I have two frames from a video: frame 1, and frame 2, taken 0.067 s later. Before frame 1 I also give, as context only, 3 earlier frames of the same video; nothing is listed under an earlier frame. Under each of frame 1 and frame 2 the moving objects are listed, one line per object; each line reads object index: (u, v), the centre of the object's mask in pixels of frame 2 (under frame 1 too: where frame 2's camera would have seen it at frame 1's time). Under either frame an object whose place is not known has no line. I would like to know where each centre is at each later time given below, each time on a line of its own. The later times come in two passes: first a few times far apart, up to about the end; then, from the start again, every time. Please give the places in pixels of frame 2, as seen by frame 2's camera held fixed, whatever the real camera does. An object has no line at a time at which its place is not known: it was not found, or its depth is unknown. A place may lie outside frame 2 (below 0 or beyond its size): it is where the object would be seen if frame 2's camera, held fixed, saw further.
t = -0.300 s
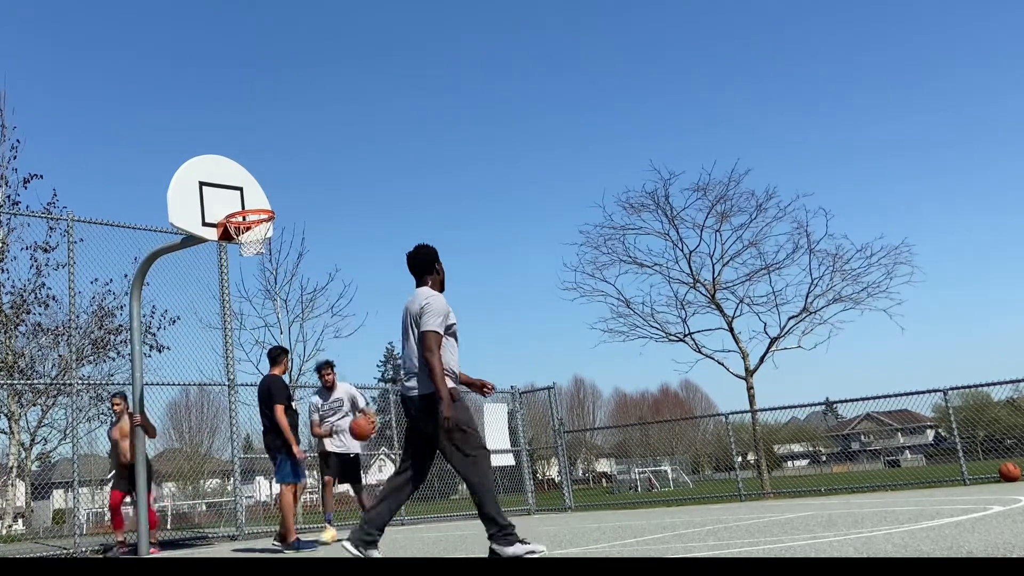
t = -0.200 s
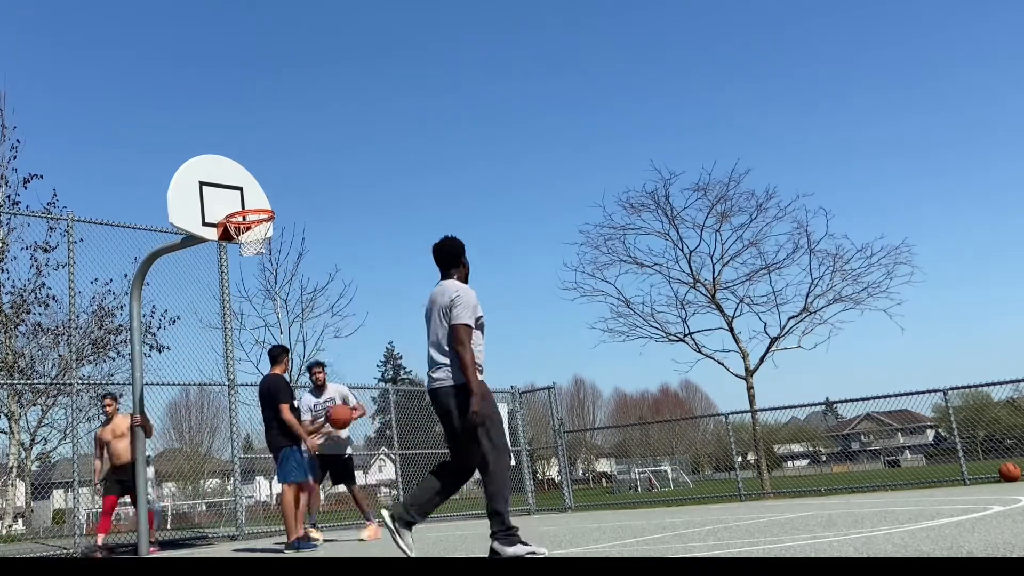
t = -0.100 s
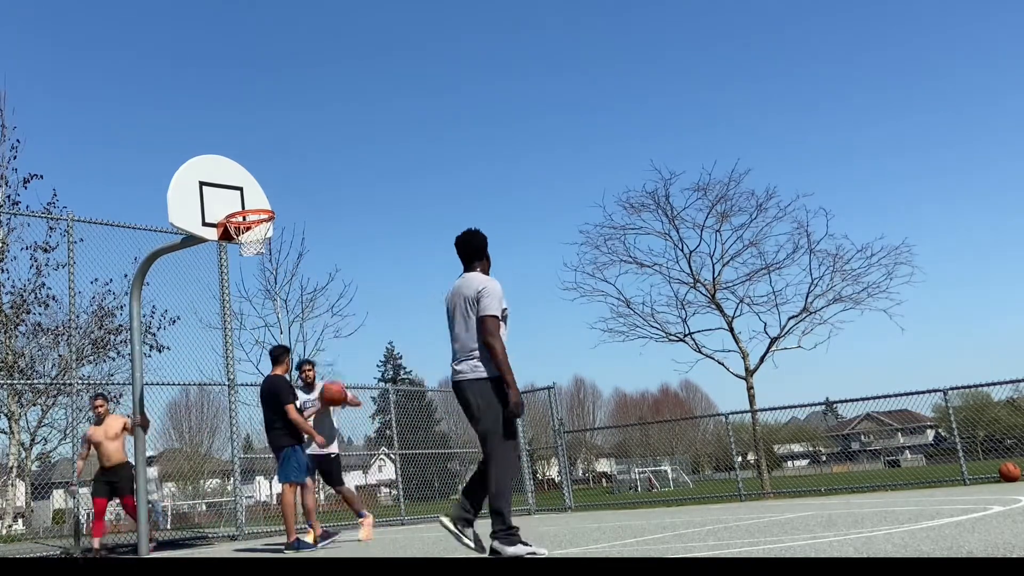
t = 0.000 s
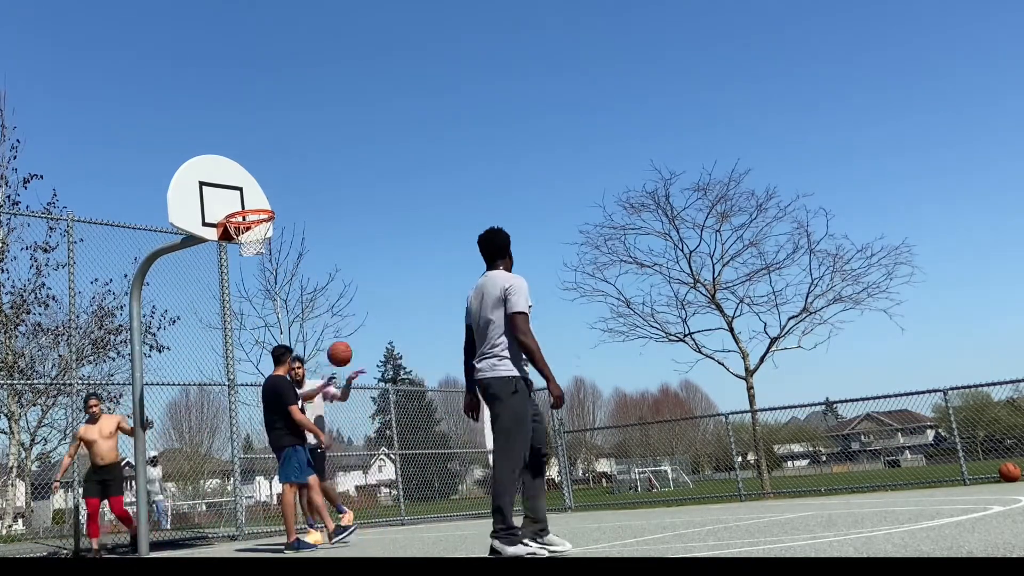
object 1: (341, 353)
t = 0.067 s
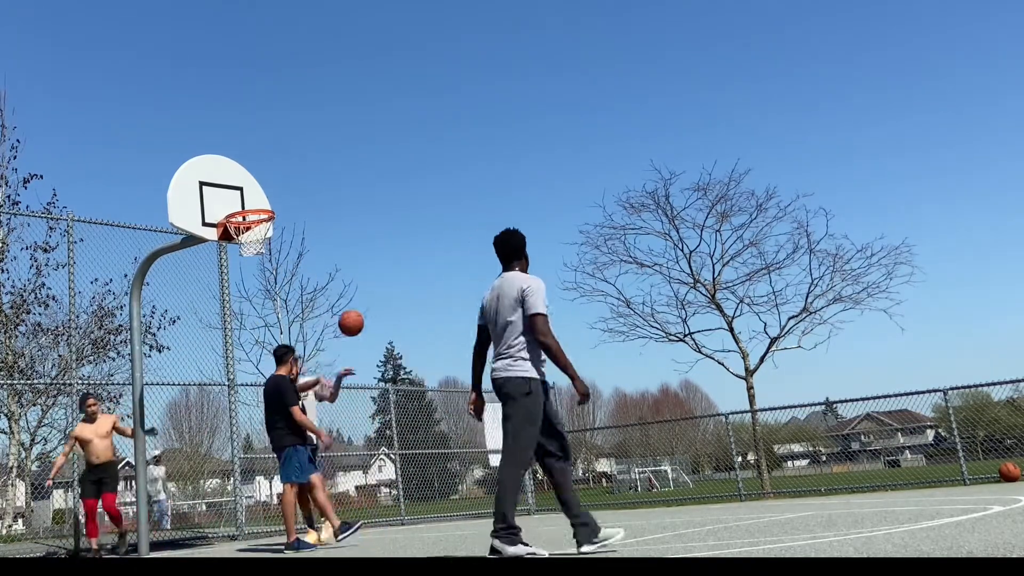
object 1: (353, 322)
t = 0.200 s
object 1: (378, 272)
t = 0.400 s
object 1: (421, 225)
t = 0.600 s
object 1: (474, 216)
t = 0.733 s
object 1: (521, 237)
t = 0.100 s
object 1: (359, 309)
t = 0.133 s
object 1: (365, 295)
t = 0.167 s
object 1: (371, 283)
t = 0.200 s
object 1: (378, 272)
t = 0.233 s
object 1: (384, 262)
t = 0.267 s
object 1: (391, 252)
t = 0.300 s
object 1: (398, 244)
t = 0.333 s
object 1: (406, 236)
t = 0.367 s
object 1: (413, 230)
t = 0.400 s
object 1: (421, 225)
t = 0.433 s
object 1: (429, 220)
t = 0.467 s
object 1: (438, 217)
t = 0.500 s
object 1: (445, 215)
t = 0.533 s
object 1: (454, 215)
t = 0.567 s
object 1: (464, 215)
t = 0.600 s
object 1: (474, 216)
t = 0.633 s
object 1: (484, 219)
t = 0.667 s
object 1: (495, 223)
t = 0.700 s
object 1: (508, 229)
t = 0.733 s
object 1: (521, 237)
